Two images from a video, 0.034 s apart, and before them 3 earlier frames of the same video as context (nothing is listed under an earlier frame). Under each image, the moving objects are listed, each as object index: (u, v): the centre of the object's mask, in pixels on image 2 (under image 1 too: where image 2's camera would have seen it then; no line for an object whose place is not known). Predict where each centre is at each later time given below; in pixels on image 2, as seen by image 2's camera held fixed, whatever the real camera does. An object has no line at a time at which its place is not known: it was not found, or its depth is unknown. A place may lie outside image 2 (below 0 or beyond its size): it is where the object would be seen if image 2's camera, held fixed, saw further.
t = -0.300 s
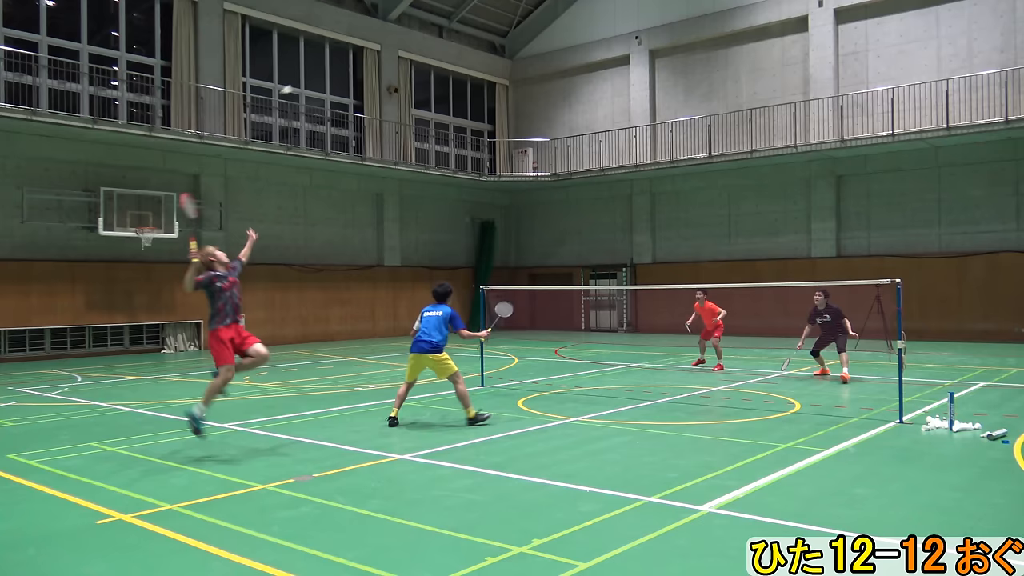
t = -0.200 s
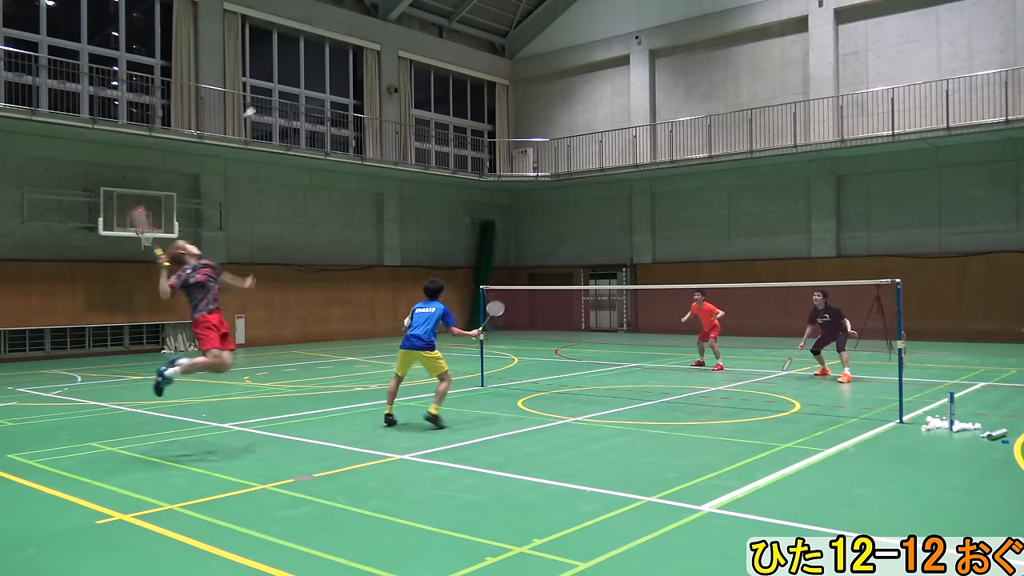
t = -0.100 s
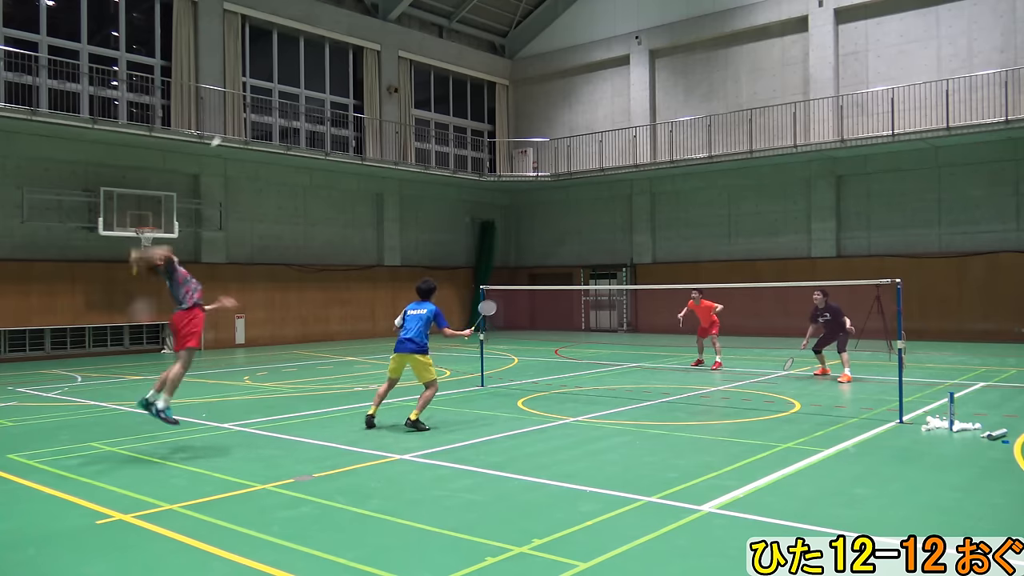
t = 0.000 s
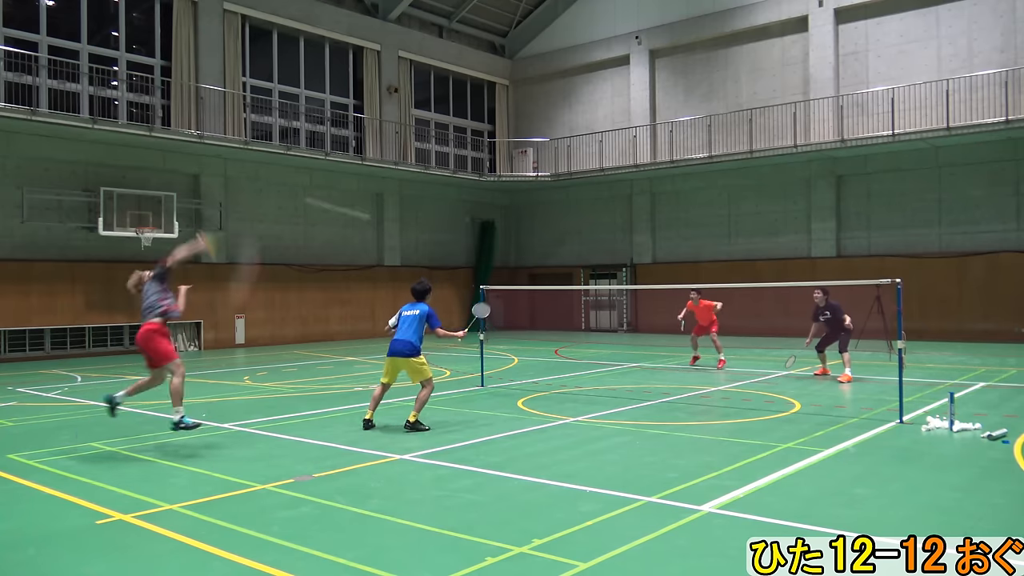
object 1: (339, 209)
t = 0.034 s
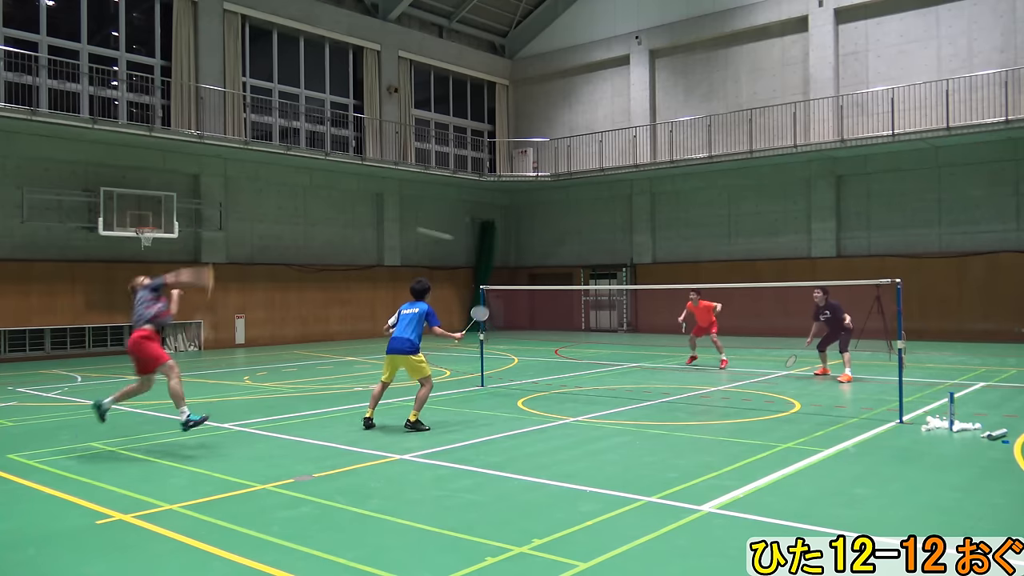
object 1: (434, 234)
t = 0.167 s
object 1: (582, 276)
